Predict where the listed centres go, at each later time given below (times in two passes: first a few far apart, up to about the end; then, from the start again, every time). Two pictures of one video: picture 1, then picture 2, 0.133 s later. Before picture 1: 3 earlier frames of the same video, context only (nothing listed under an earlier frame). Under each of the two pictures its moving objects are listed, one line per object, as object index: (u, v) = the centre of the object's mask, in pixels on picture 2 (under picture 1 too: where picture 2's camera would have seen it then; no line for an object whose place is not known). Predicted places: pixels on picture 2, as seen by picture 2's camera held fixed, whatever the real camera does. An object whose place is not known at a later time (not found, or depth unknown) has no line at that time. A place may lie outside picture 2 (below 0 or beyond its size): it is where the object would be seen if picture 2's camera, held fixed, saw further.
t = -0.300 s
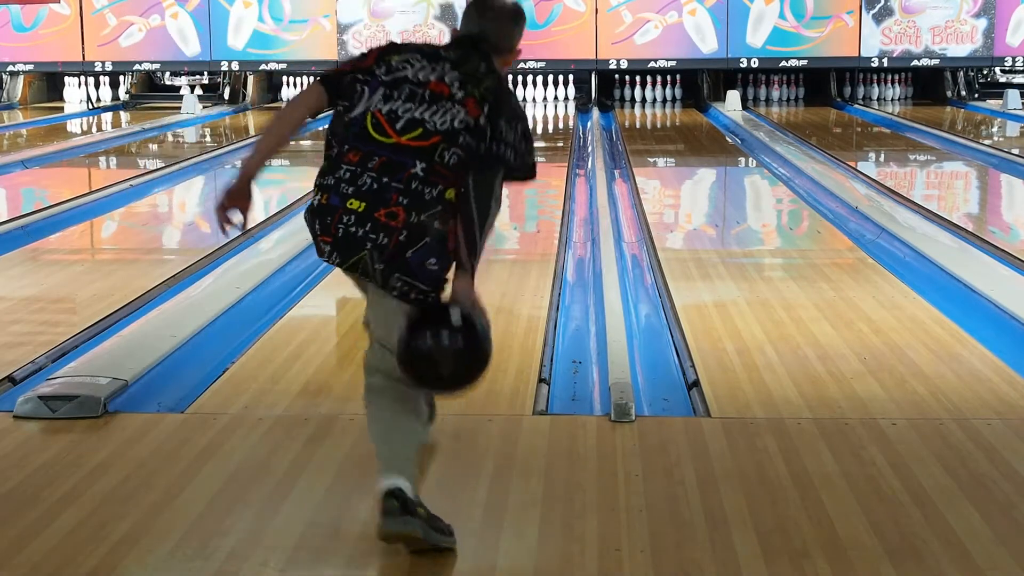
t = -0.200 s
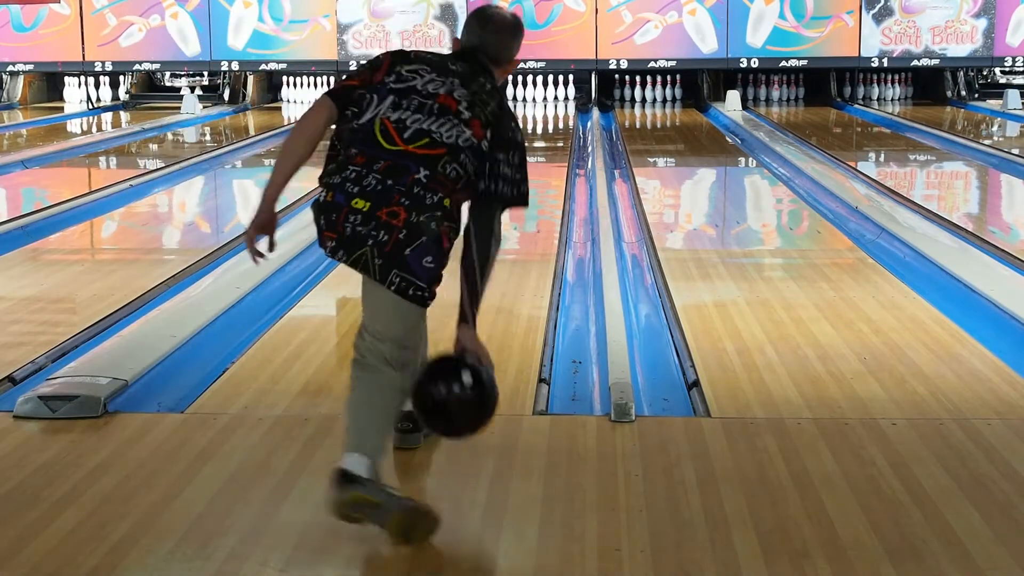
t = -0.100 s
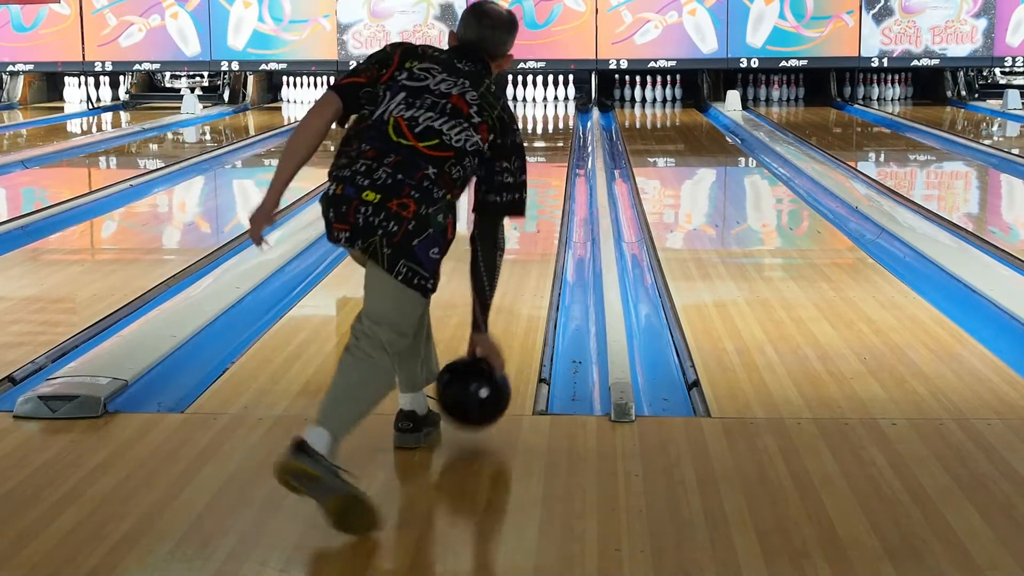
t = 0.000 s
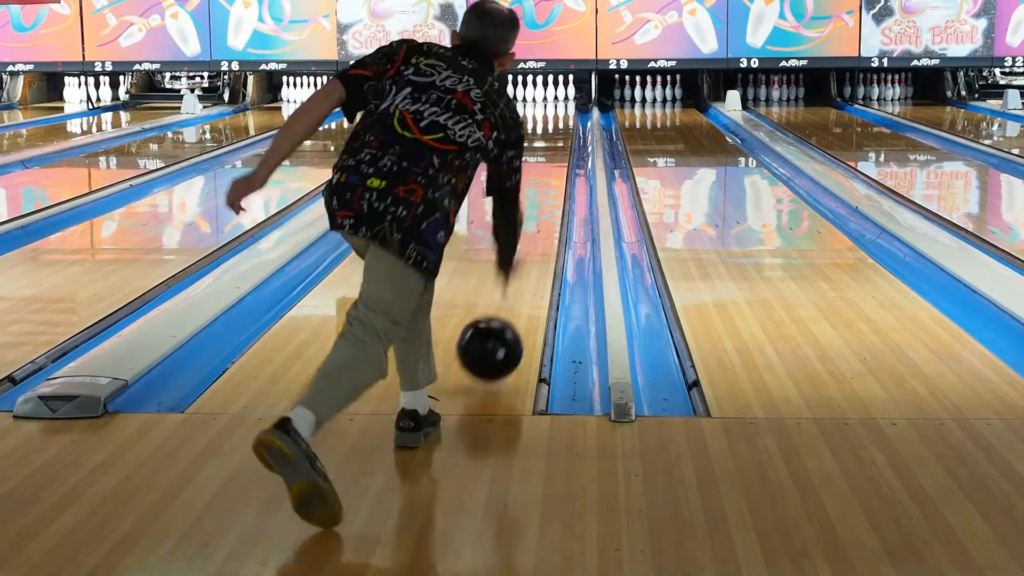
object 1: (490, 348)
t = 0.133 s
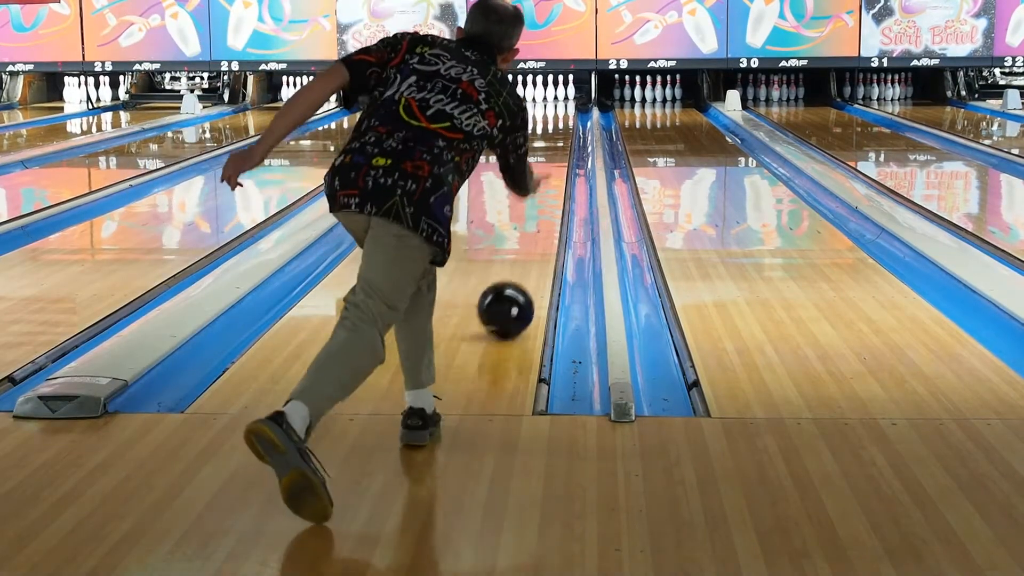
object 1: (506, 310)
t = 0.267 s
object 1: (518, 276)
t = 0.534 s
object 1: (534, 227)
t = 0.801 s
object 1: (542, 195)
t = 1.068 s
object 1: (547, 171)
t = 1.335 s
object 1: (550, 153)
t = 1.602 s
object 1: (551, 140)
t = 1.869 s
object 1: (551, 129)
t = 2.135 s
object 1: (551, 120)
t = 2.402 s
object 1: (550, 112)
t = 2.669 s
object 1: (548, 106)
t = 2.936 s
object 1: (546, 101)
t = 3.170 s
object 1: (543, 97)
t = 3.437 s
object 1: (541, 94)
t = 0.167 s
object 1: (509, 300)
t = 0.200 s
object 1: (512, 292)
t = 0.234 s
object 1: (515, 283)
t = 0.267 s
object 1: (518, 276)
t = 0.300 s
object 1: (520, 268)
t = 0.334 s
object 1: (523, 262)
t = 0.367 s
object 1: (525, 255)
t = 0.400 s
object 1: (527, 249)
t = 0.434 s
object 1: (529, 243)
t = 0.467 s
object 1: (531, 237)
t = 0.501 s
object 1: (532, 232)
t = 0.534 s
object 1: (534, 227)
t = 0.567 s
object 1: (535, 223)
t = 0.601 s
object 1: (536, 218)
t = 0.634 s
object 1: (538, 213)
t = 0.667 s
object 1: (539, 209)
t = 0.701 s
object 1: (540, 206)
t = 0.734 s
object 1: (541, 202)
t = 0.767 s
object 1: (542, 199)
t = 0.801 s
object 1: (542, 195)
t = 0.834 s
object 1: (543, 192)
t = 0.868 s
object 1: (544, 189)
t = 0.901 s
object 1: (545, 186)
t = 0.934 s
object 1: (545, 183)
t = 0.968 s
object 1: (546, 180)
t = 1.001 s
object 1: (546, 177)
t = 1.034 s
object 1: (547, 174)
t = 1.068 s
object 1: (547, 171)
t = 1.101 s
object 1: (548, 169)
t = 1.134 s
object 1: (548, 166)
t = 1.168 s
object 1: (548, 164)
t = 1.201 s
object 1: (549, 162)
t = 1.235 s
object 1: (549, 159)
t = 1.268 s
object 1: (549, 157)
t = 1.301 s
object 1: (549, 155)
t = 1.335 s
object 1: (550, 153)
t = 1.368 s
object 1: (550, 151)
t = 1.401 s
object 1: (550, 150)
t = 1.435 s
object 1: (550, 148)
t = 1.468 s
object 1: (551, 146)
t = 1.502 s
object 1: (551, 144)
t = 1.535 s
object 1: (551, 143)
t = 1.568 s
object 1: (551, 141)
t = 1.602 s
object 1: (551, 140)
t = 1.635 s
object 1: (551, 138)
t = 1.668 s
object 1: (551, 137)
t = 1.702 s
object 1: (551, 135)
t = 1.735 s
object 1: (551, 134)
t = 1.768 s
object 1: (551, 133)
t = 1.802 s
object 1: (551, 131)
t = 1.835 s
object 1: (551, 130)
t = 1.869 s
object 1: (551, 129)
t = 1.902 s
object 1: (551, 128)
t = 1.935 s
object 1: (551, 127)
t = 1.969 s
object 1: (551, 126)
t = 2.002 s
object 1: (551, 124)
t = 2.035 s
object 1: (551, 123)
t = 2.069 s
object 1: (551, 122)
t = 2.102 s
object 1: (551, 121)
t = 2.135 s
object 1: (551, 120)
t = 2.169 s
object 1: (551, 119)
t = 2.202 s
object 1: (551, 118)
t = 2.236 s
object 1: (551, 117)
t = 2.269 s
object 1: (550, 116)
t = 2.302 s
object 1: (550, 115)
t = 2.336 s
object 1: (550, 114)
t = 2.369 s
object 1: (550, 113)
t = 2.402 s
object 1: (550, 112)
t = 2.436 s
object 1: (550, 112)
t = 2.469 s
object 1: (550, 111)
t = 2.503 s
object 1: (550, 110)
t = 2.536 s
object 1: (549, 109)
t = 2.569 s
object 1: (549, 109)
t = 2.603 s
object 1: (549, 108)
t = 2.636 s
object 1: (549, 107)
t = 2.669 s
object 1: (548, 106)
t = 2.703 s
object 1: (548, 106)
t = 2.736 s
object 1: (548, 105)
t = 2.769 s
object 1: (548, 105)
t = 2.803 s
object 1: (548, 104)
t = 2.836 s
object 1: (547, 103)
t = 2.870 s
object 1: (547, 102)
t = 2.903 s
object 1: (547, 101)
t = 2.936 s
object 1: (546, 101)
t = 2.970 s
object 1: (546, 100)
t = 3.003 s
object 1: (545, 100)
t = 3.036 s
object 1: (545, 99)
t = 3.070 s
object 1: (544, 99)
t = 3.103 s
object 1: (544, 98)
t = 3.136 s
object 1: (543, 98)
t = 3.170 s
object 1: (543, 97)
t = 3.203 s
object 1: (542, 96)
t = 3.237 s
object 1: (542, 96)
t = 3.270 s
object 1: (542, 96)
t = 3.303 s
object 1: (543, 95)
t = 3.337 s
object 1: (542, 95)
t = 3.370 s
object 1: (542, 95)
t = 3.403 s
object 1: (541, 95)
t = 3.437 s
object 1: (541, 94)
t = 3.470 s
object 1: (541, 93)
